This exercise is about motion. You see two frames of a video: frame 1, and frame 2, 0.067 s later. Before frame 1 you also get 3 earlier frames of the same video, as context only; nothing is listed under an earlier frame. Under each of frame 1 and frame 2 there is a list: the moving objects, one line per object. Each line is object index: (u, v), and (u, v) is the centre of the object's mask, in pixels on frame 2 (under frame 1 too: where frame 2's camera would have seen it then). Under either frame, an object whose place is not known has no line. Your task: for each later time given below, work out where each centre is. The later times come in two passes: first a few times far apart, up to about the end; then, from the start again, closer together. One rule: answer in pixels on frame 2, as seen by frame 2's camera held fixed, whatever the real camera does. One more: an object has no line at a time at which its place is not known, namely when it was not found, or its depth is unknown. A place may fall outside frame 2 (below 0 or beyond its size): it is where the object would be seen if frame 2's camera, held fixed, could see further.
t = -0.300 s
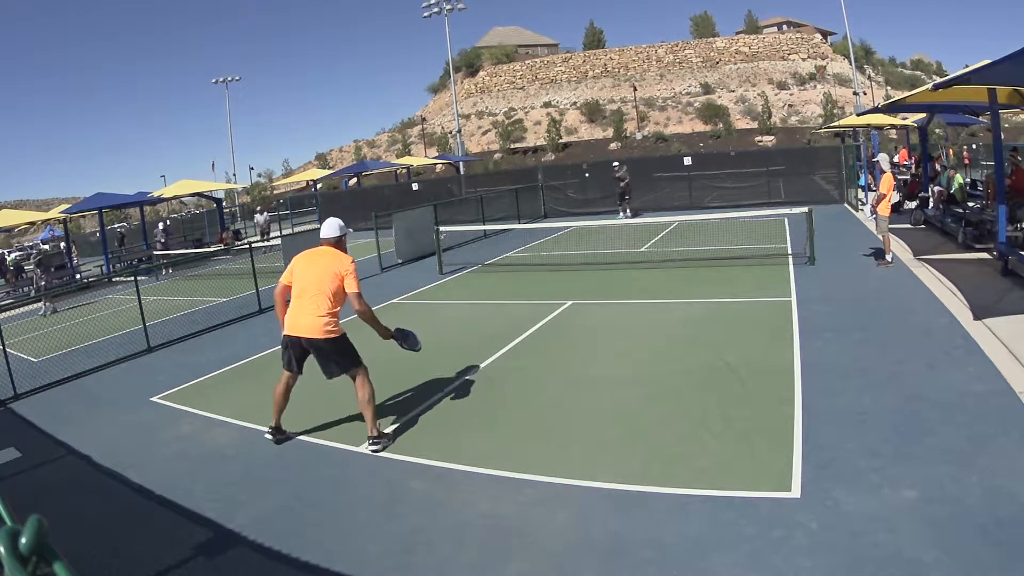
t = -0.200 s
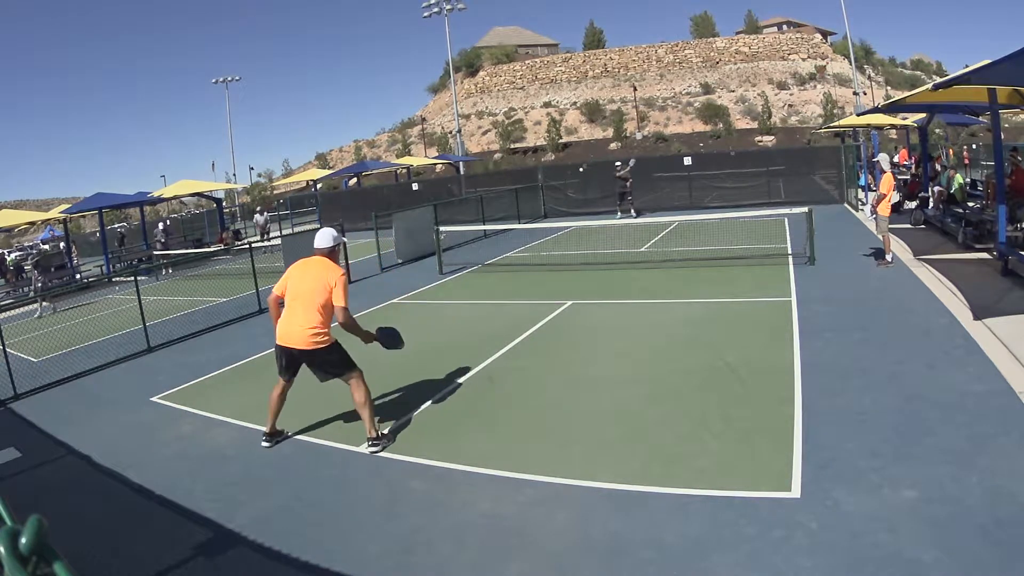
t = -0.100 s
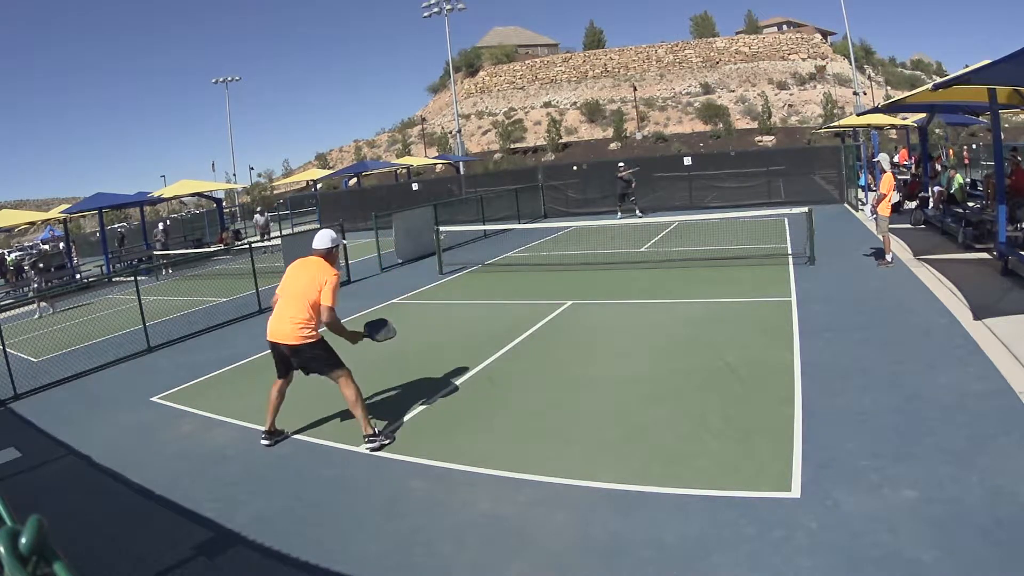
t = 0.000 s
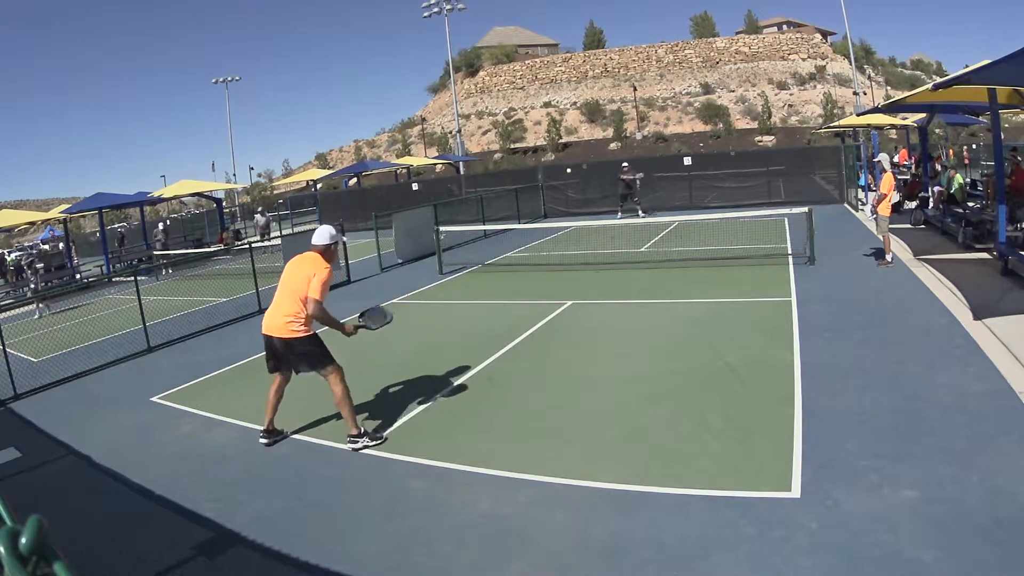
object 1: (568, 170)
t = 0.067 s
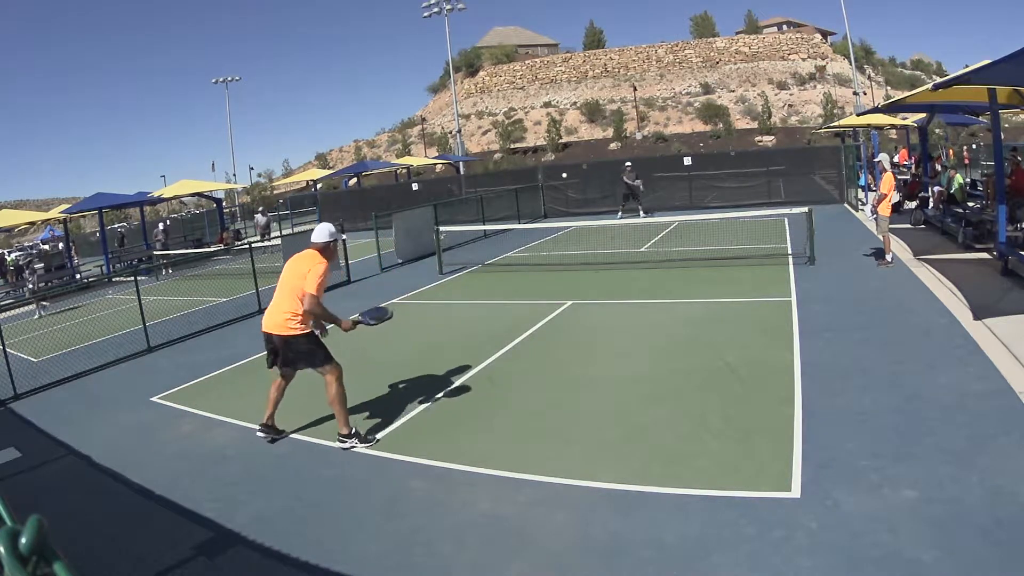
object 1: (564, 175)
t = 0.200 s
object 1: (555, 194)
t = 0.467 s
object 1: (532, 288)
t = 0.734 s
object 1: (496, 336)
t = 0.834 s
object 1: (481, 336)
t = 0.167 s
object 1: (557, 188)
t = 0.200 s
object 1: (555, 194)
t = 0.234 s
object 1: (553, 201)
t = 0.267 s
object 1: (550, 210)
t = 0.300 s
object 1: (547, 219)
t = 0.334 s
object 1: (544, 230)
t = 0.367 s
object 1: (542, 242)
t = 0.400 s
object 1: (538, 256)
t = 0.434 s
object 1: (535, 271)
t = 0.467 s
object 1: (532, 288)
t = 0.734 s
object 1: (496, 336)
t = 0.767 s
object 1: (491, 336)
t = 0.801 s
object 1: (486, 335)
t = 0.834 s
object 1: (481, 336)
